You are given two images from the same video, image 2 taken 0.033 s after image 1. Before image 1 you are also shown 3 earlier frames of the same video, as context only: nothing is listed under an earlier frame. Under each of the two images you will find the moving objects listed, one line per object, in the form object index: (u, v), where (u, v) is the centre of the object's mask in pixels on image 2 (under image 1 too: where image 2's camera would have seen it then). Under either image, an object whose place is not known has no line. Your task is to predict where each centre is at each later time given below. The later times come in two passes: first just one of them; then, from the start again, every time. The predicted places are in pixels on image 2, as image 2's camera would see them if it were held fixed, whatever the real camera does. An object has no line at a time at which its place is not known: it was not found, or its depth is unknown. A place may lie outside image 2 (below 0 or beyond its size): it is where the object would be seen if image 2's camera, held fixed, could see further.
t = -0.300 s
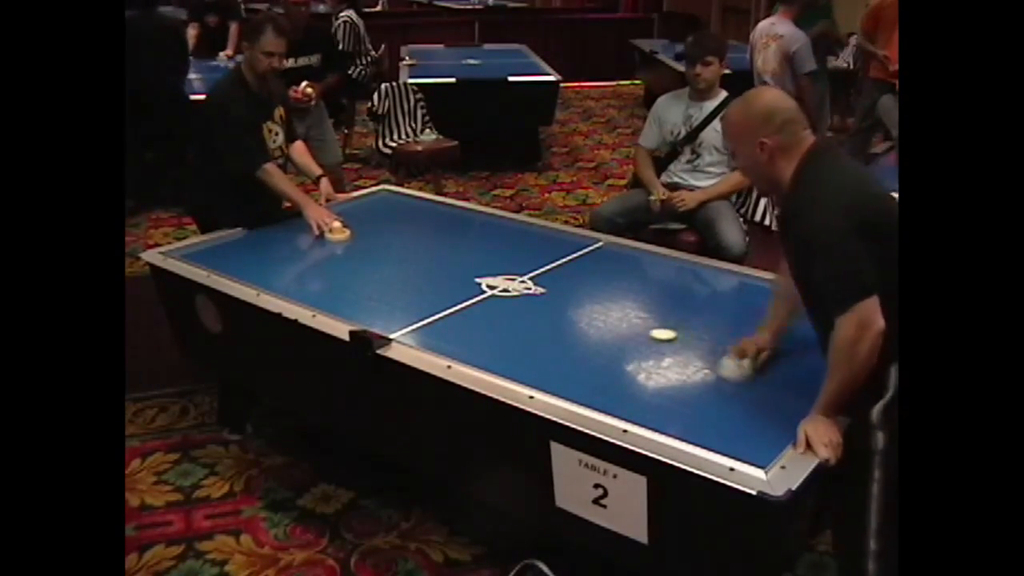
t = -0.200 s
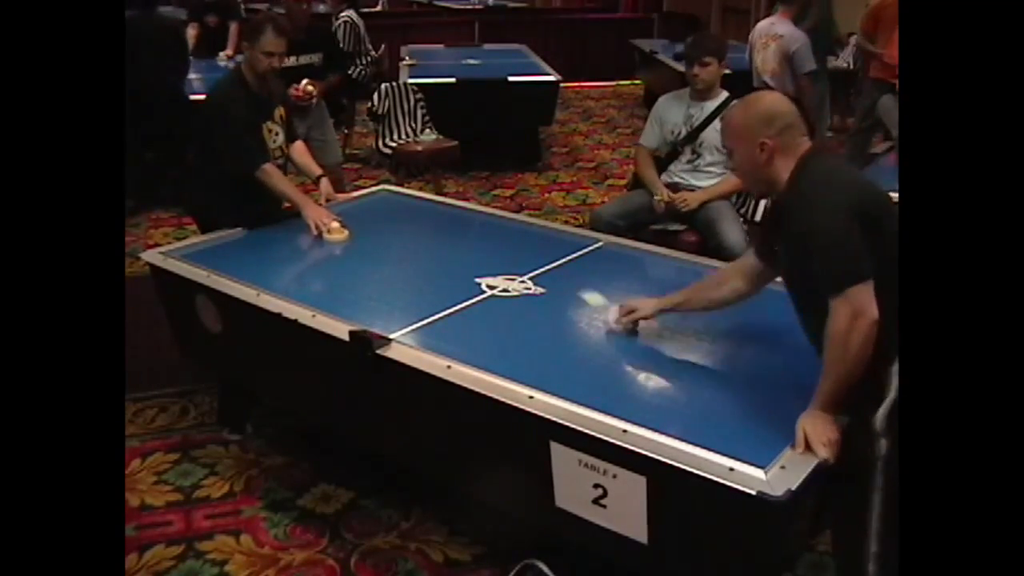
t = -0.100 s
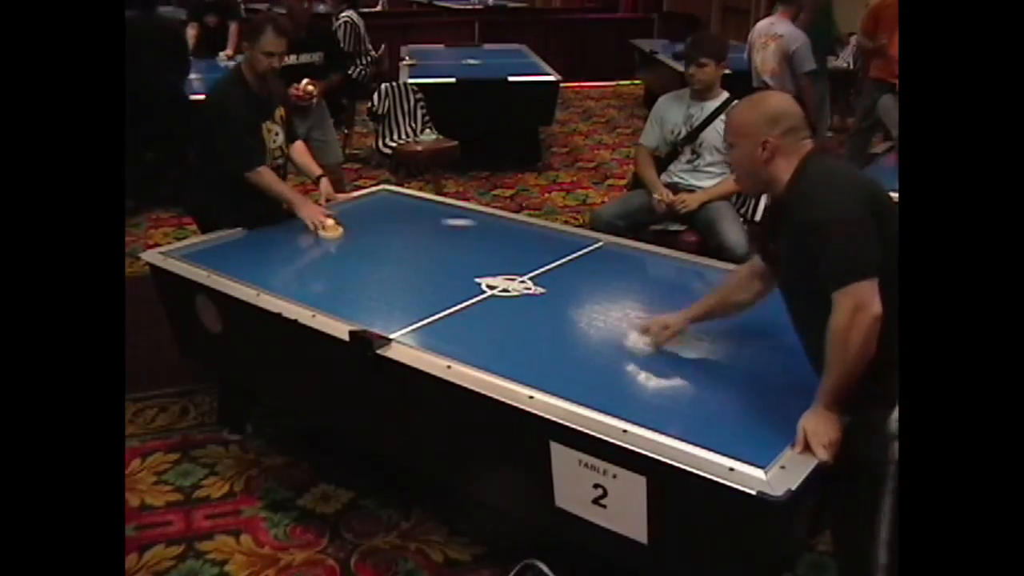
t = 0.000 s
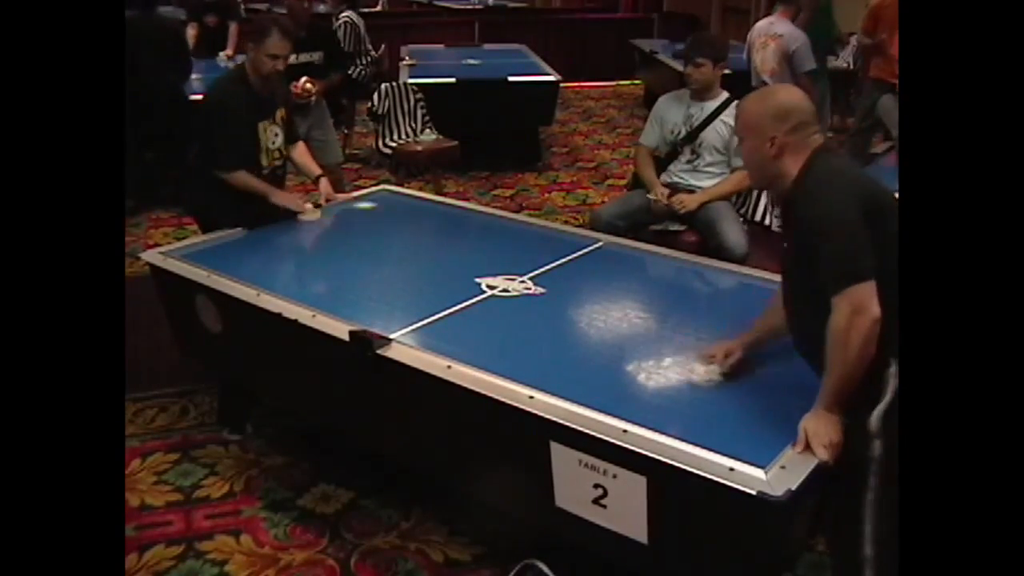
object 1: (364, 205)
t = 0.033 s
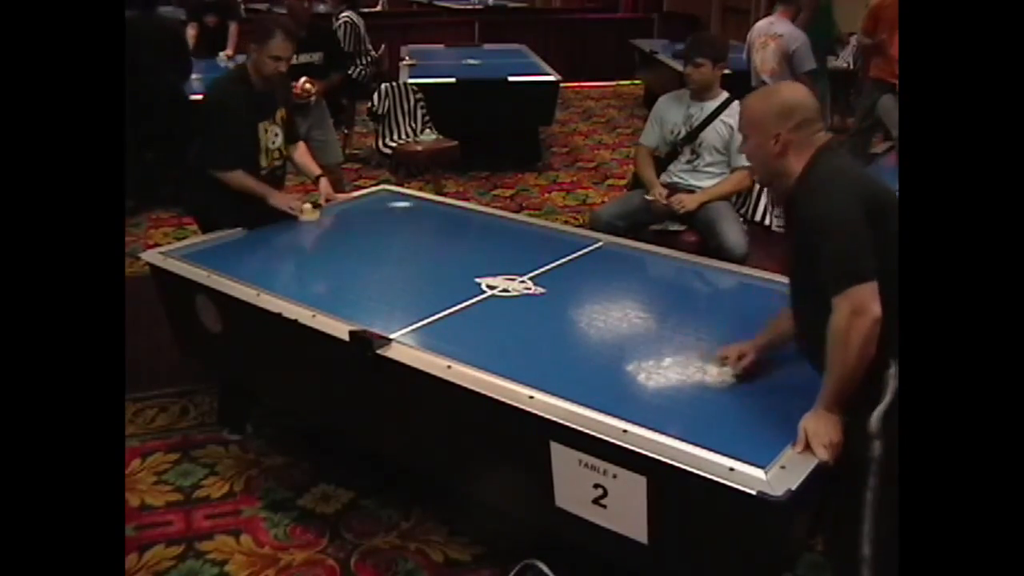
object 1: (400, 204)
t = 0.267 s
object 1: (441, 269)
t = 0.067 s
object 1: (426, 206)
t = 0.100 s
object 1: (429, 215)
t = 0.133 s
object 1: (431, 225)
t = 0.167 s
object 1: (433, 234)
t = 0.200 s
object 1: (436, 246)
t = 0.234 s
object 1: (438, 257)
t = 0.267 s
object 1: (441, 269)
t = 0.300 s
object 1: (444, 283)
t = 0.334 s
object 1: (447, 297)
